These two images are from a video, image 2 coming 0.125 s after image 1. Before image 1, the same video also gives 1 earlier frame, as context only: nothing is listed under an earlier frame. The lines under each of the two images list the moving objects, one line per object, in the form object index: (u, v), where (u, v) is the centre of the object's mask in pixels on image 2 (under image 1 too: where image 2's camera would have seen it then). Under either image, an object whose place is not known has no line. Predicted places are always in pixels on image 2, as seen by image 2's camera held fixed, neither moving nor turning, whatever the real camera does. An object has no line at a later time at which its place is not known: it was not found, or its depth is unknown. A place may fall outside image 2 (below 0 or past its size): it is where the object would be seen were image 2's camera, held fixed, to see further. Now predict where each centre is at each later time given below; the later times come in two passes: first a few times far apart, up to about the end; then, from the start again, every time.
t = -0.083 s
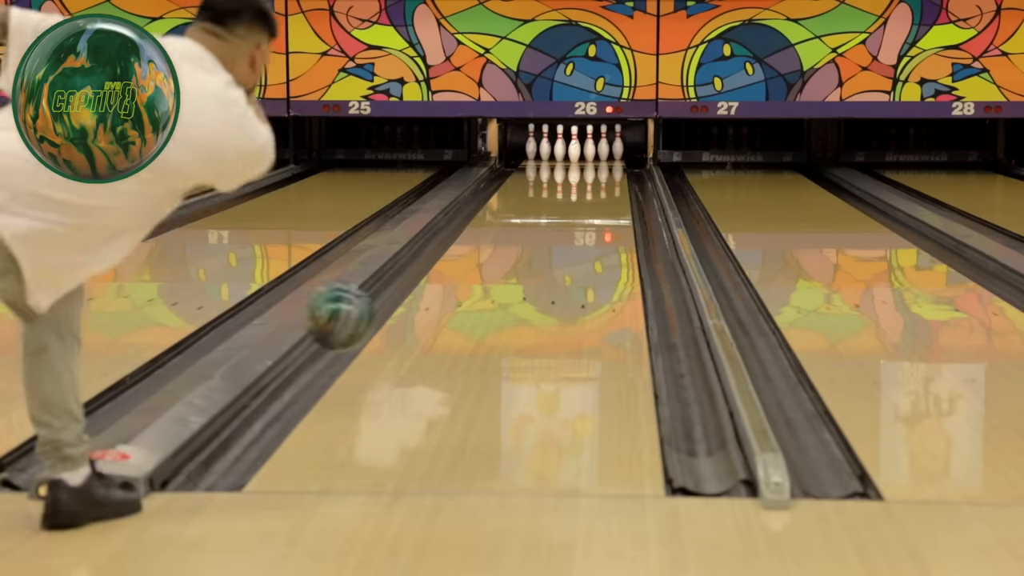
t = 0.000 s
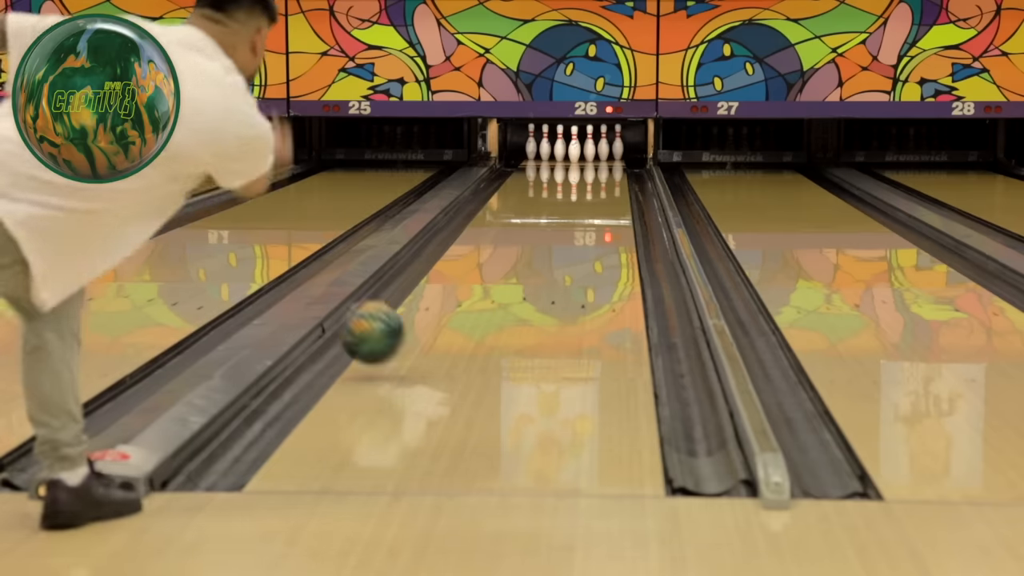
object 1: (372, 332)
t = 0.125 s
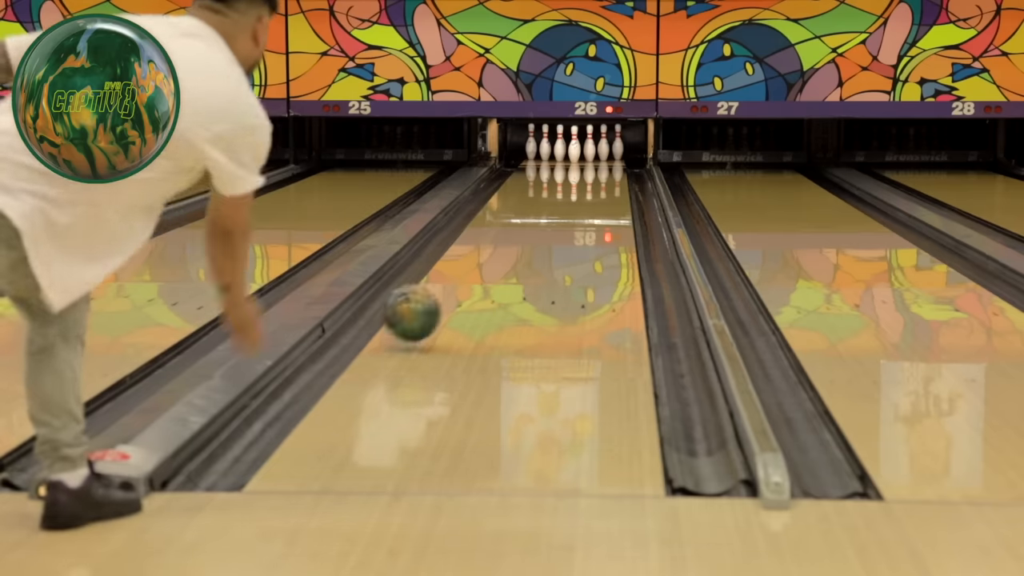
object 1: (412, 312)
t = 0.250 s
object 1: (443, 298)
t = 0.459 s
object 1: (486, 268)
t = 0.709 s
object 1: (524, 242)
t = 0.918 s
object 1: (548, 225)
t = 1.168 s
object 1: (570, 207)
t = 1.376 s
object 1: (584, 196)
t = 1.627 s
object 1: (597, 184)
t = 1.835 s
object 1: (605, 177)
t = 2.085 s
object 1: (607, 167)
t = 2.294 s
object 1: (603, 161)
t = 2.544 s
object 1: (588, 155)
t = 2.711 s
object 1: (581, 152)
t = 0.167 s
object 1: (423, 309)
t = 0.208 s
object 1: (434, 304)
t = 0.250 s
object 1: (443, 298)
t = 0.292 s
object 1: (453, 292)
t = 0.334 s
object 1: (462, 285)
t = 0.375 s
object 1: (470, 280)
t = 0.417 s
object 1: (479, 274)
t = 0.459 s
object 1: (486, 268)
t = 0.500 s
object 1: (493, 263)
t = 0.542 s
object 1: (500, 259)
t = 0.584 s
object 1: (507, 254)
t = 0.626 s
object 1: (513, 250)
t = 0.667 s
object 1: (518, 246)
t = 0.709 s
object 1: (524, 242)
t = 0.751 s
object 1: (529, 238)
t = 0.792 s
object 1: (534, 235)
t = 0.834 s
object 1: (539, 231)
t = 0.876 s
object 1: (543, 228)
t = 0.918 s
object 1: (548, 225)
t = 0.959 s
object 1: (552, 221)
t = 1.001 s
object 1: (556, 218)
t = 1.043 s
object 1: (560, 216)
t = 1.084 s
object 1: (563, 213)
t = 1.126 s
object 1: (566, 210)
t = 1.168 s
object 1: (570, 207)
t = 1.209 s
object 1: (573, 205)
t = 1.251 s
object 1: (576, 202)
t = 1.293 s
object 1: (579, 200)
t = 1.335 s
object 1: (582, 198)
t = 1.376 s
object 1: (584, 196)
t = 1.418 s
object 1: (586, 194)
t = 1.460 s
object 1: (589, 192)
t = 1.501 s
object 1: (591, 190)
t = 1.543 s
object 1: (593, 187)
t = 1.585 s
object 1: (596, 186)
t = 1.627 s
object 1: (597, 184)
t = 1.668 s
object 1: (599, 182)
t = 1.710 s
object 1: (600, 180)
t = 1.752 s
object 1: (603, 179)
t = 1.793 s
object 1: (604, 178)
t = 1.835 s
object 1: (605, 177)
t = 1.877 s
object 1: (606, 175)
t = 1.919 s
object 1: (607, 173)
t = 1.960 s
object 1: (607, 172)
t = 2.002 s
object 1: (607, 170)
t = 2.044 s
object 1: (607, 169)
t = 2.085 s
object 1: (607, 167)
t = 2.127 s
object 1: (606, 166)
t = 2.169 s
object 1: (606, 165)
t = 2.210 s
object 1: (605, 164)
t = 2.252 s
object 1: (604, 163)
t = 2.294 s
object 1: (603, 161)
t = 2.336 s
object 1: (601, 160)
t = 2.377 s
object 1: (599, 159)
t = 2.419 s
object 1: (596, 158)
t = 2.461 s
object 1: (594, 157)
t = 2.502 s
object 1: (591, 156)
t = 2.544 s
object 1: (588, 155)
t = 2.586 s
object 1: (585, 154)
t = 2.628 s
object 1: (582, 153)
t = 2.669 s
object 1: (582, 152)
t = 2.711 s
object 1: (581, 152)
